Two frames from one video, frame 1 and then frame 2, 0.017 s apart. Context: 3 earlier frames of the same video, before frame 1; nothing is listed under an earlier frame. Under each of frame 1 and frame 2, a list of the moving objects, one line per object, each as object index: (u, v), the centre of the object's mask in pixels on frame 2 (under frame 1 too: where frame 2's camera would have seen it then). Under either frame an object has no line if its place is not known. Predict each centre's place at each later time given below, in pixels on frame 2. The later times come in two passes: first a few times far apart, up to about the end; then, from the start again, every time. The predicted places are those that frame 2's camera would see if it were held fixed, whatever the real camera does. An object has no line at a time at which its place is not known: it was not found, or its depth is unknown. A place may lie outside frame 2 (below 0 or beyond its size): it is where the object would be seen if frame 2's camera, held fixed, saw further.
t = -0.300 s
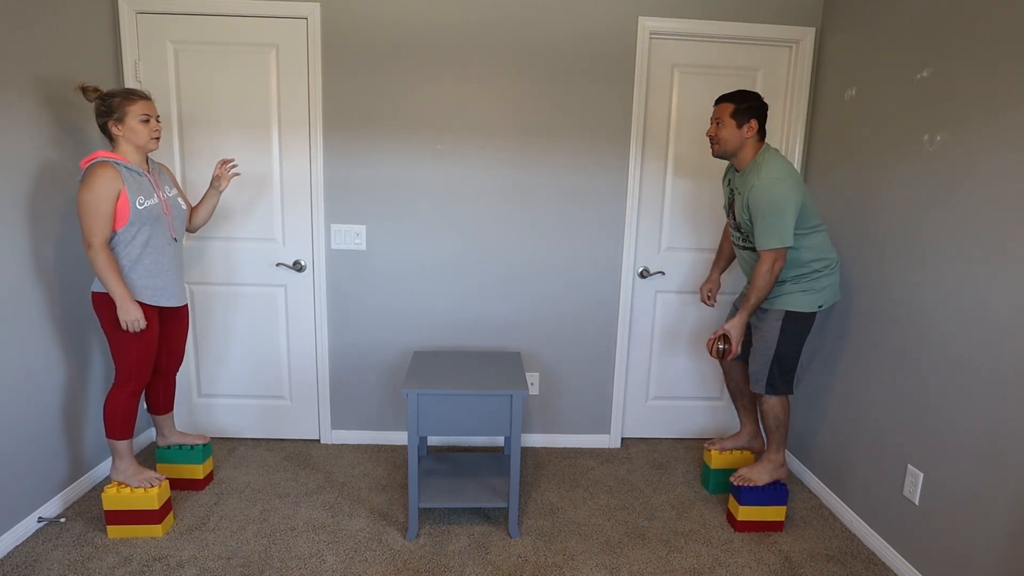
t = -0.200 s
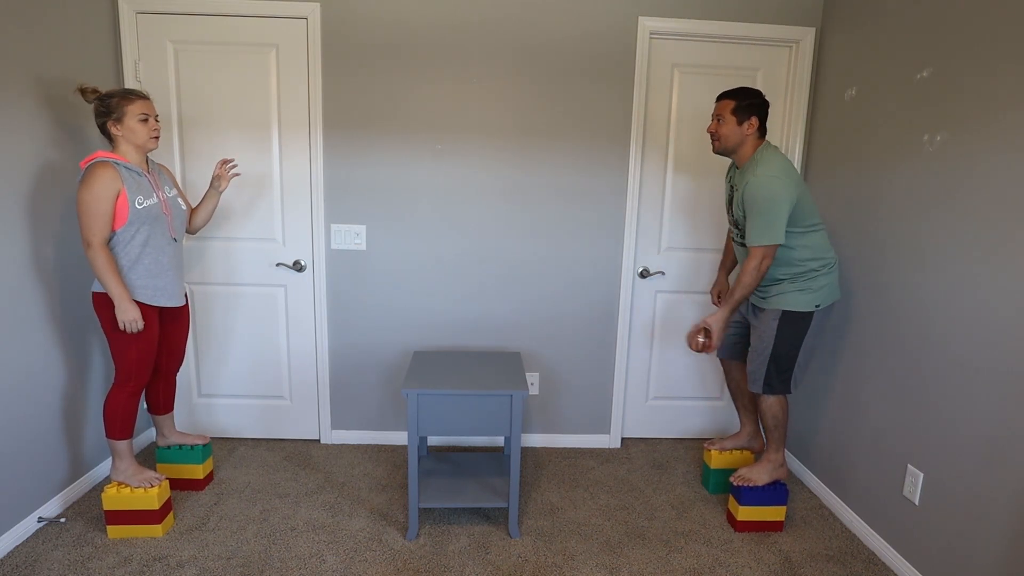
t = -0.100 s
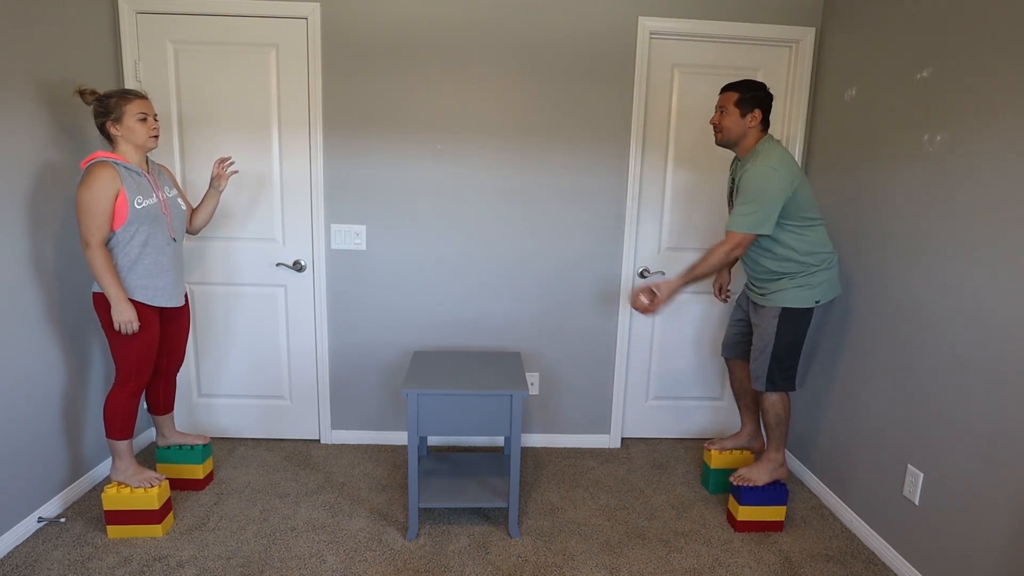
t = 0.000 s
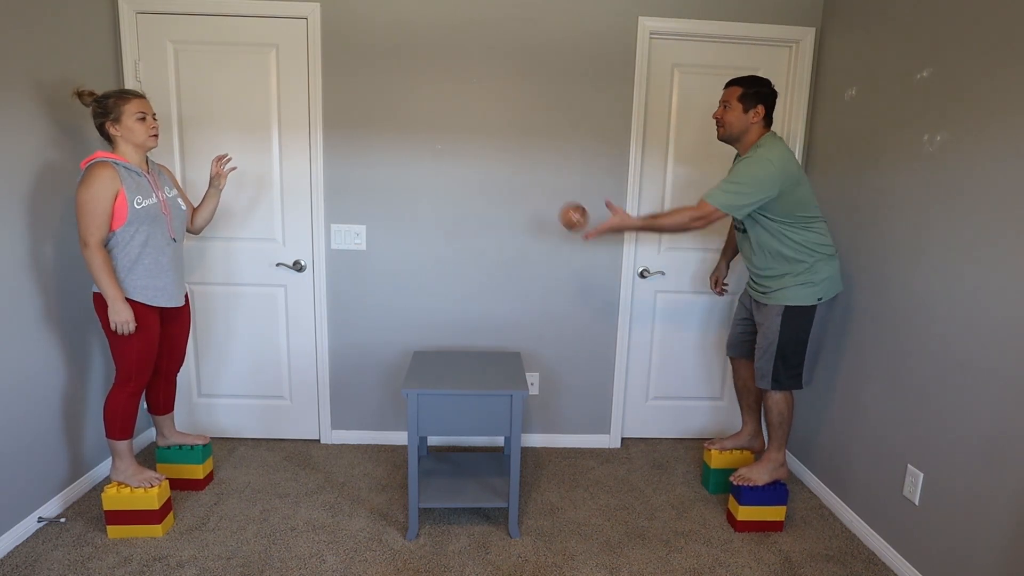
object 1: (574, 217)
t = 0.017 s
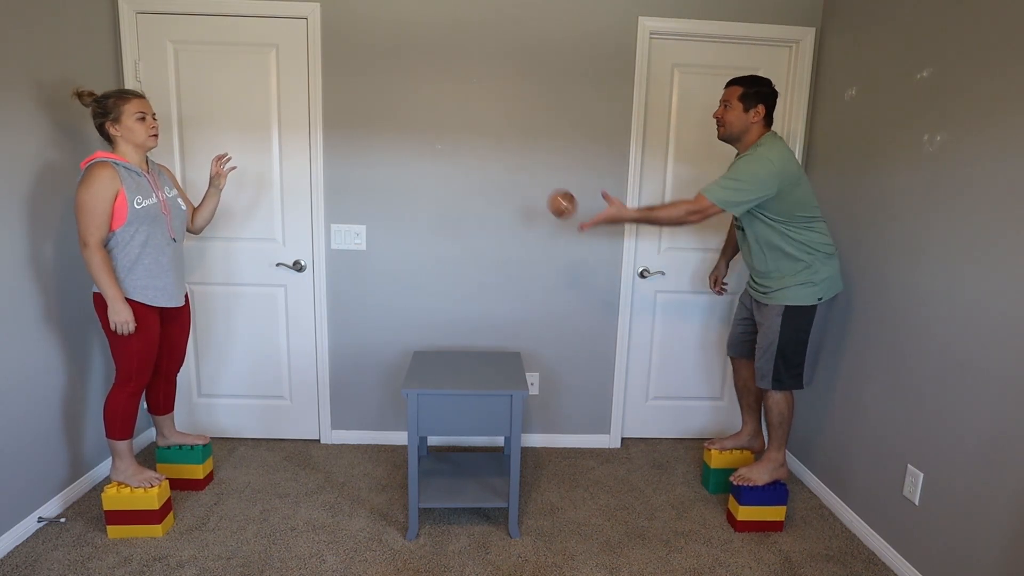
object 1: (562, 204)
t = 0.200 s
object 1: (430, 110)
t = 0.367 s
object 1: (307, 104)
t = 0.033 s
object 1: (551, 192)
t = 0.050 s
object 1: (539, 181)
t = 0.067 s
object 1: (526, 170)
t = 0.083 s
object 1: (515, 160)
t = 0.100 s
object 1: (503, 150)
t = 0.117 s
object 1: (491, 142)
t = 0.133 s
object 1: (478, 134)
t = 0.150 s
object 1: (467, 127)
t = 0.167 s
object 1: (454, 120)
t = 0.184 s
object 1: (442, 114)
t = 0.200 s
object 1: (430, 110)
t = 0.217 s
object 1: (417, 106)
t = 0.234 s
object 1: (406, 103)
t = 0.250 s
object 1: (393, 100)
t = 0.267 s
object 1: (381, 98)
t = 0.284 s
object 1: (369, 97)
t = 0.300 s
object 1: (357, 97)
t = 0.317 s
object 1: (345, 98)
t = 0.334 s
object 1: (332, 99)
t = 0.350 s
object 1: (320, 101)
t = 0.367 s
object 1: (307, 104)
